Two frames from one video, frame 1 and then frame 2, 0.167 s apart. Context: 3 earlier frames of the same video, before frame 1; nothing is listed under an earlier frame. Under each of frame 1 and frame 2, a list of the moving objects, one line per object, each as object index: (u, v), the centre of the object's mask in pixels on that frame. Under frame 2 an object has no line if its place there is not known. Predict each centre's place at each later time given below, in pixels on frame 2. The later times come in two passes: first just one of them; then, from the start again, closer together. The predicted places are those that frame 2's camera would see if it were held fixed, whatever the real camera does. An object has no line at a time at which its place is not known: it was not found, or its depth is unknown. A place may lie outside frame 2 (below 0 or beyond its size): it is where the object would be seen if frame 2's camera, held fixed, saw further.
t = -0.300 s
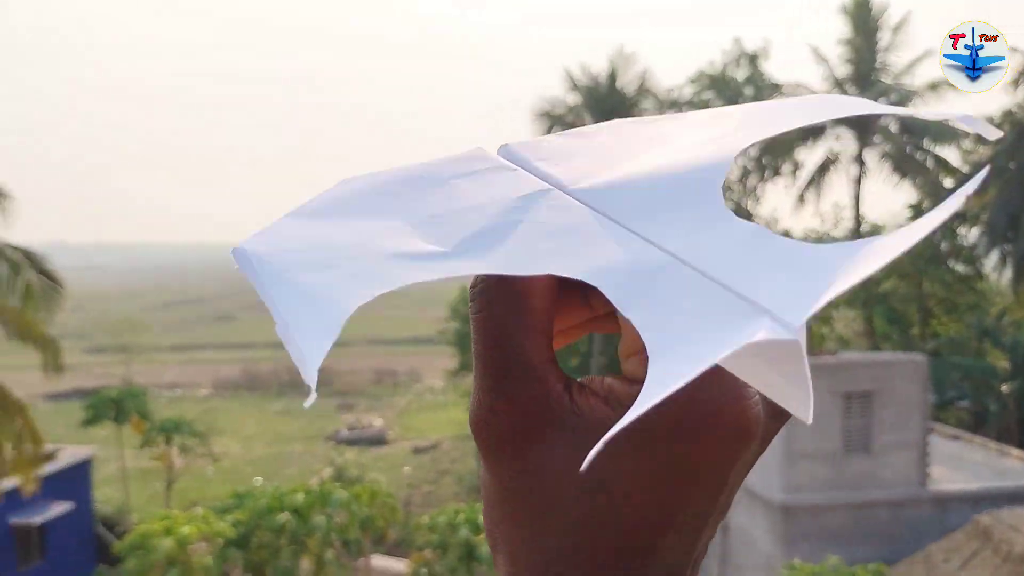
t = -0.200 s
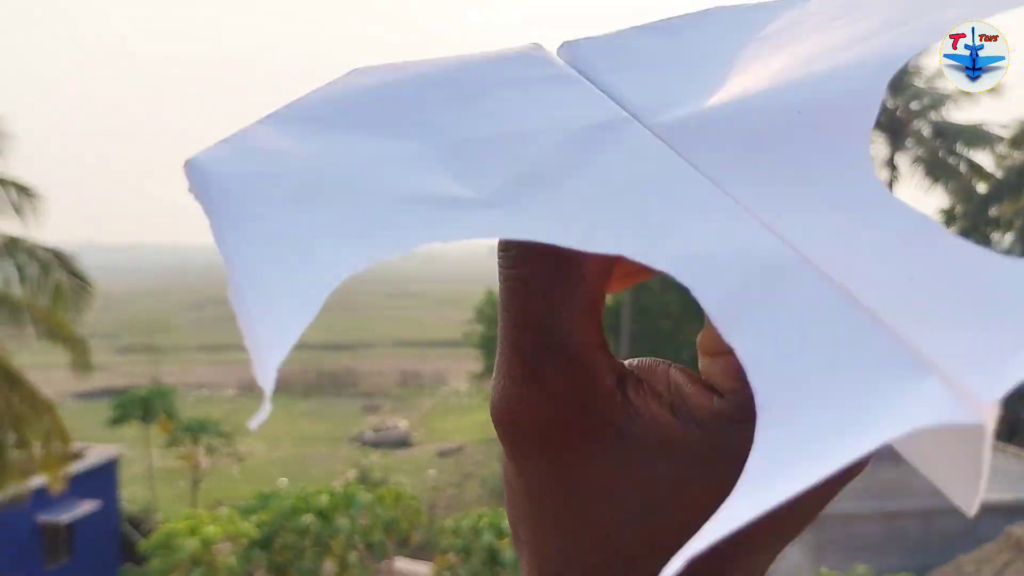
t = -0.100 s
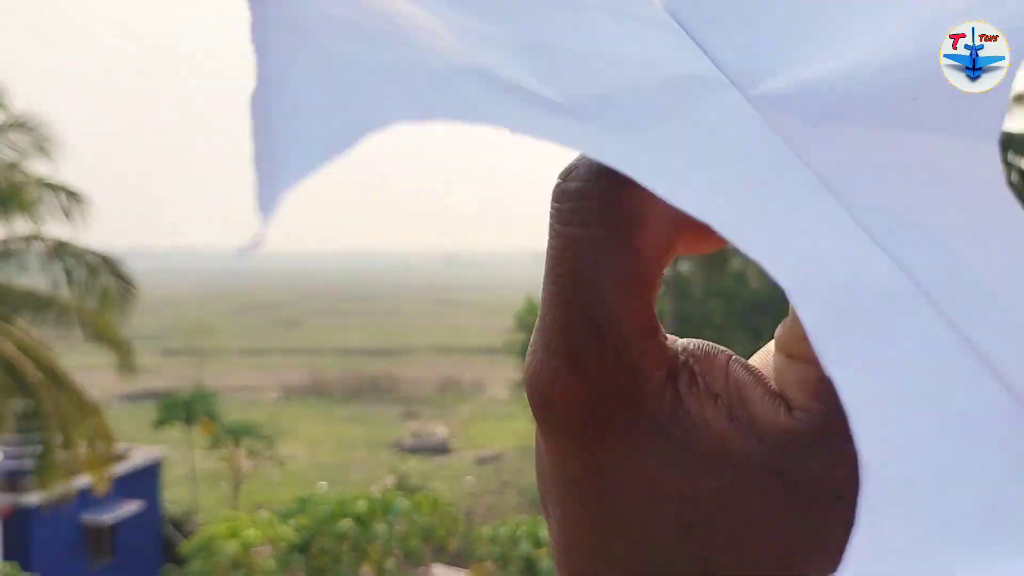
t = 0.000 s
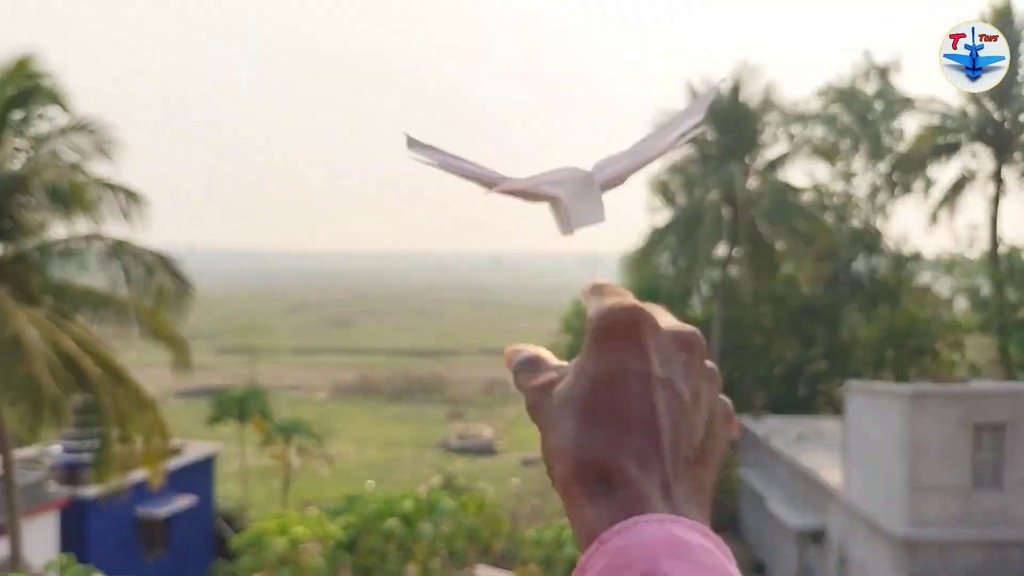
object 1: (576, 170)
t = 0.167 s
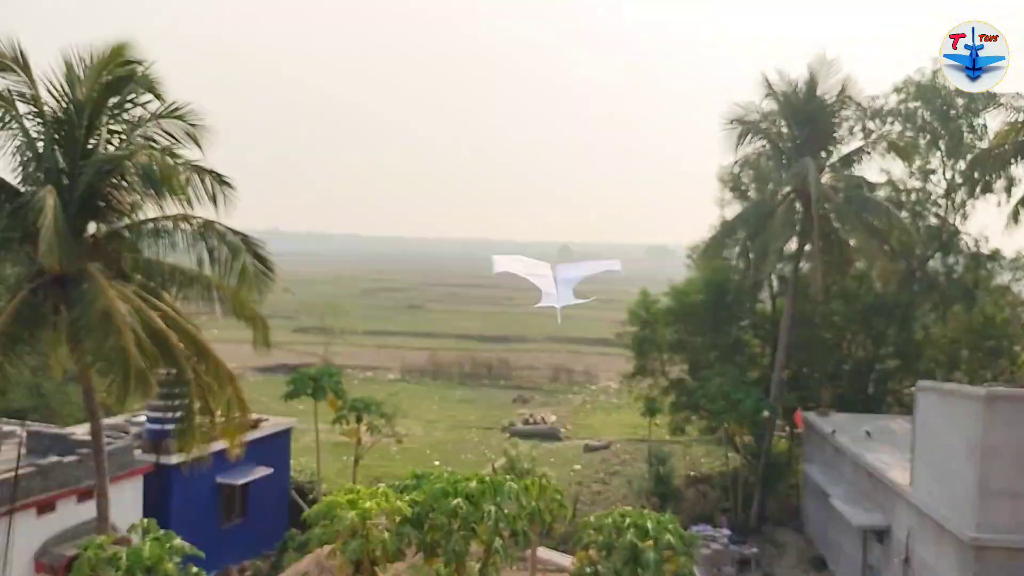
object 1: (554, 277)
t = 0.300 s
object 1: (511, 186)
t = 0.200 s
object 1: (541, 264)
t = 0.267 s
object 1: (522, 213)
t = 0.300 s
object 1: (511, 186)
